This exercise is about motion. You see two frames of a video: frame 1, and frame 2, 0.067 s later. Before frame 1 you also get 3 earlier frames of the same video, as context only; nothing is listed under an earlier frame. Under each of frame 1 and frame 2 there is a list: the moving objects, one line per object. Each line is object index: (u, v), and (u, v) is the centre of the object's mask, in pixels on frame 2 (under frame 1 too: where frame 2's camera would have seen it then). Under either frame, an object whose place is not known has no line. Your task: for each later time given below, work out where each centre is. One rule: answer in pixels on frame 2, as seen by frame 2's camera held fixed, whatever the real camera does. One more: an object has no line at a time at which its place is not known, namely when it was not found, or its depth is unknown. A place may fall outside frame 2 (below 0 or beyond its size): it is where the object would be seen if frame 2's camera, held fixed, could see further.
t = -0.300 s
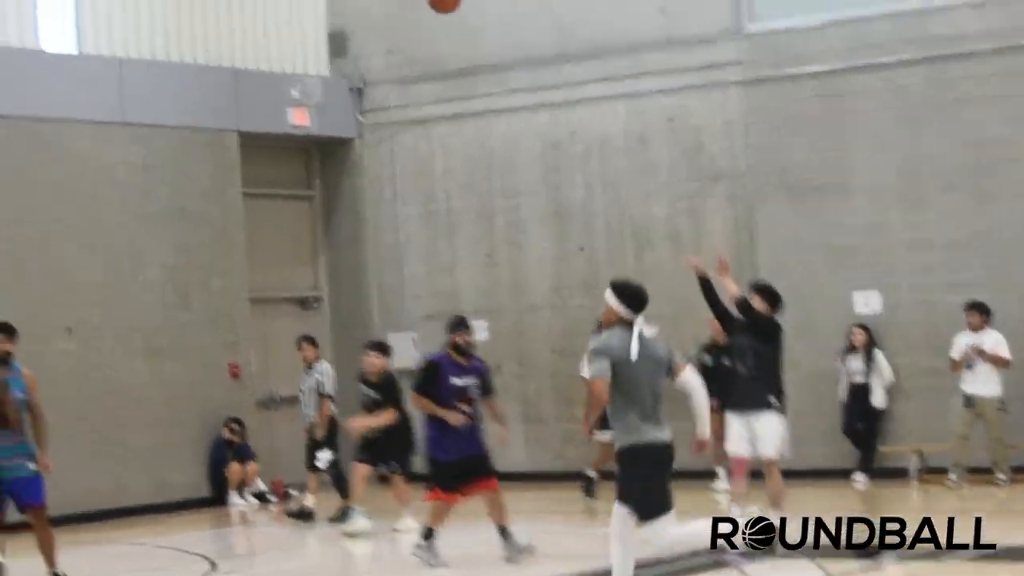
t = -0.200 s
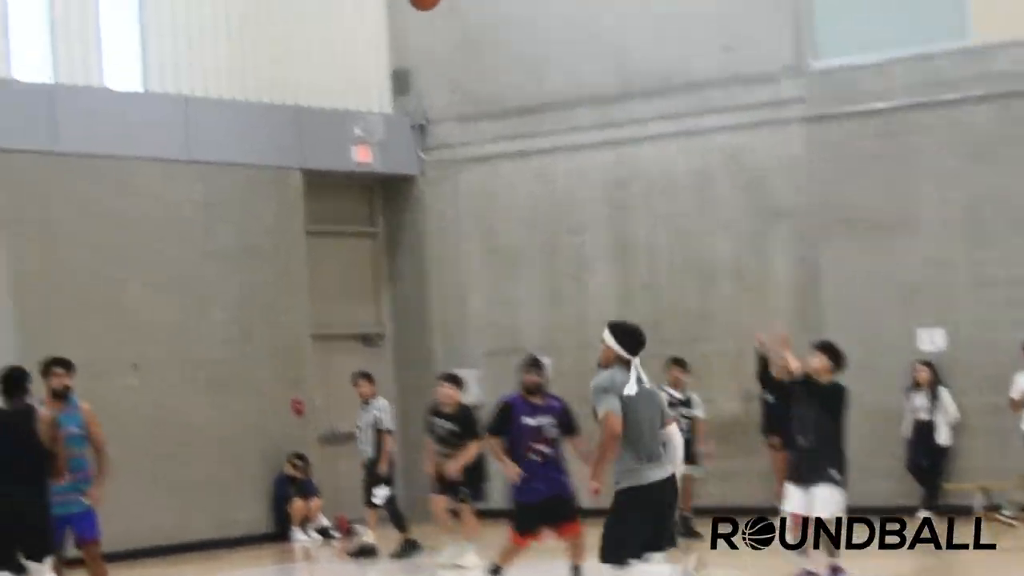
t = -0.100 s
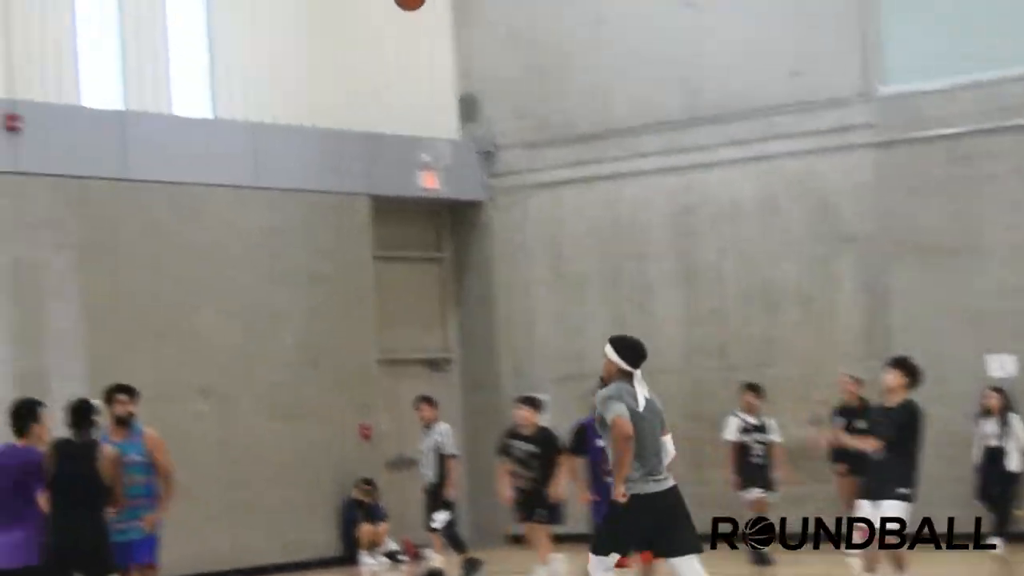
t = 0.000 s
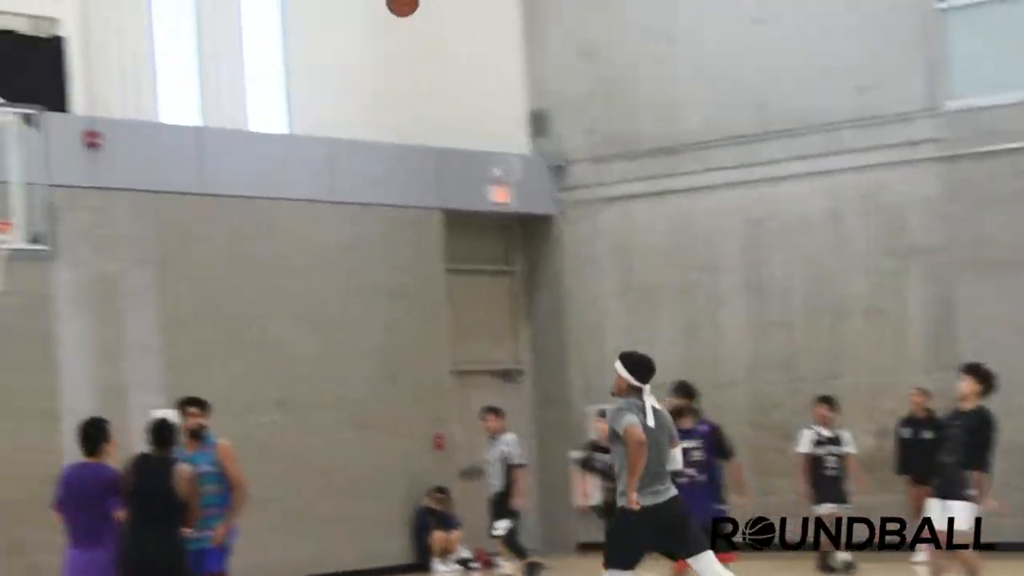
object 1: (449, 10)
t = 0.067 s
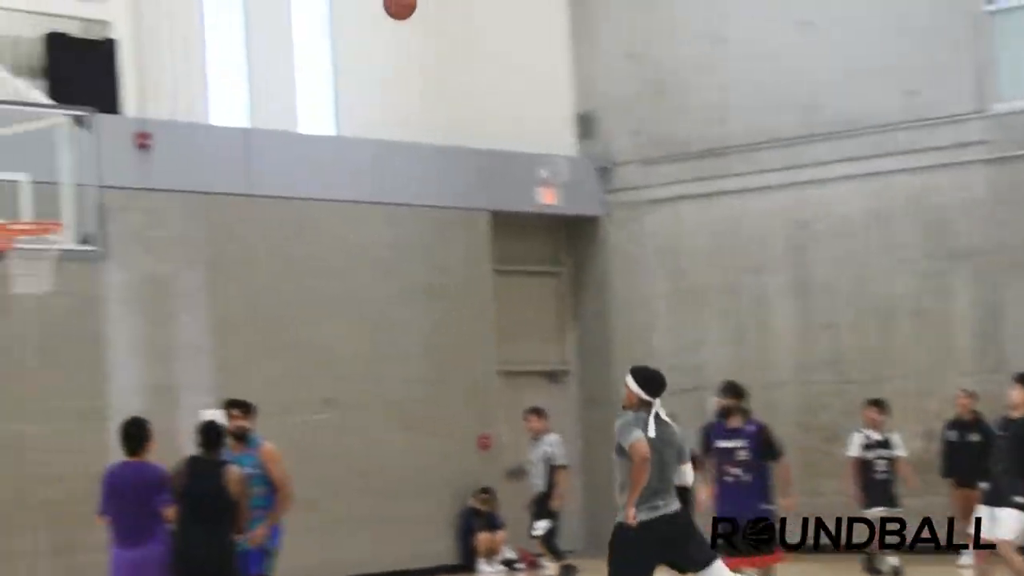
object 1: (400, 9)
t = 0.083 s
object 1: (387, 9)
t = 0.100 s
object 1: (373, 8)
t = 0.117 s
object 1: (360, 9)
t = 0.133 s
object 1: (348, 10)
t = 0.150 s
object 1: (336, 12)
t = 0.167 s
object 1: (324, 15)
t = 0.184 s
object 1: (311, 19)
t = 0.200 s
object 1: (297, 22)
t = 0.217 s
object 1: (285, 26)
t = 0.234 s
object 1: (272, 30)
